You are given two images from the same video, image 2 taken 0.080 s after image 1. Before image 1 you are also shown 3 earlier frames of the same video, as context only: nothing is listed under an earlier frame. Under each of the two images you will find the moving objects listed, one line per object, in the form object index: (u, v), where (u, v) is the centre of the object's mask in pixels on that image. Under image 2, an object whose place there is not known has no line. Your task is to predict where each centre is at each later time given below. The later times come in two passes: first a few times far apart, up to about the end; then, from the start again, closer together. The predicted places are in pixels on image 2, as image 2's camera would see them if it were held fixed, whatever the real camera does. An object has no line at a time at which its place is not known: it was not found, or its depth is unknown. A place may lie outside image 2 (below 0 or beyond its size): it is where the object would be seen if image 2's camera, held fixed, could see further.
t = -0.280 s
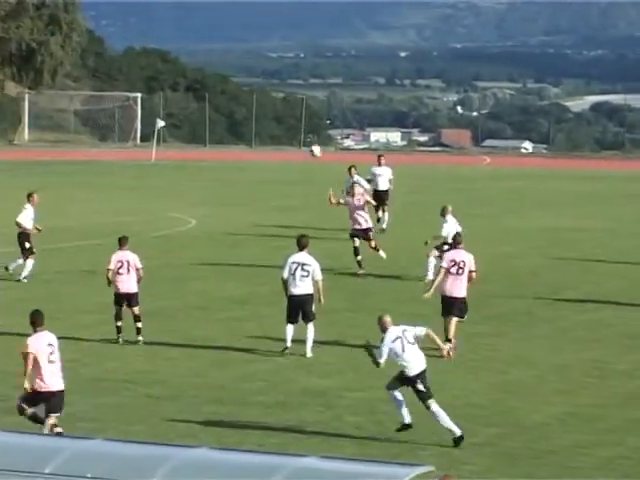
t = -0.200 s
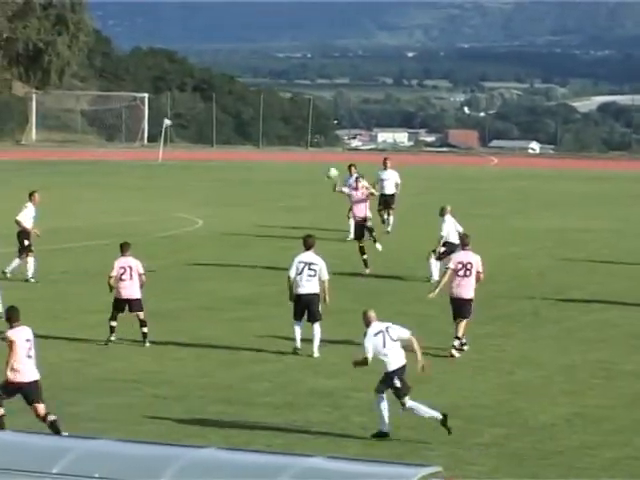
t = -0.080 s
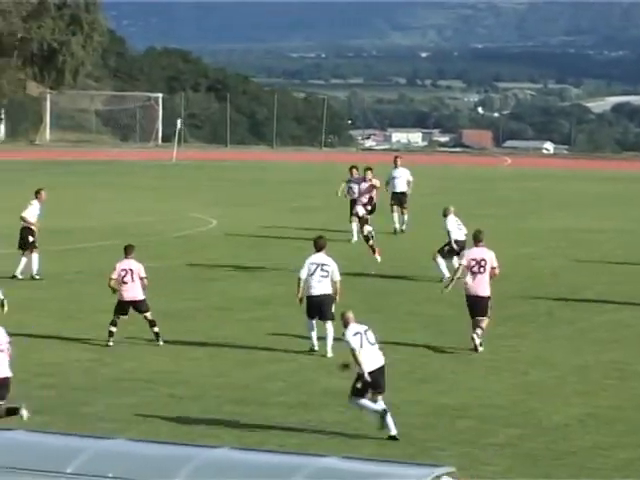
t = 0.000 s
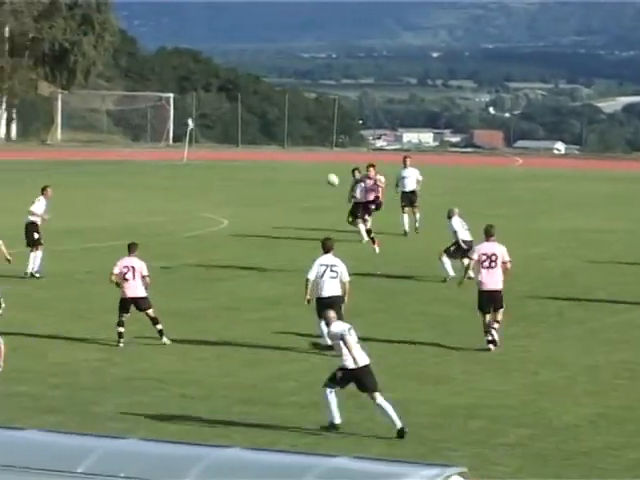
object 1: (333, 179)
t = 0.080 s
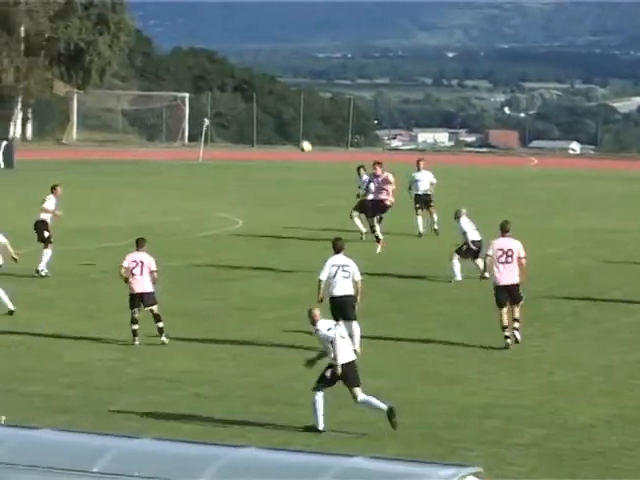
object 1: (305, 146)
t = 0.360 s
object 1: (164, 63)
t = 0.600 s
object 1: (48, 29)
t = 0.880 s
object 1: (-80, 33)
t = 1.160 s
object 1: (-199, 80)
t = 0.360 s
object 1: (164, 63)
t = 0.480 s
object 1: (105, 42)
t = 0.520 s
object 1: (86, 37)
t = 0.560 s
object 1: (67, 34)
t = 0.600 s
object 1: (48, 29)
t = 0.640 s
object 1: (29, 28)
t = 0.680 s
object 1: (10, 26)
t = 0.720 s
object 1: (-8, 26)
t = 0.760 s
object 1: (-26, 25)
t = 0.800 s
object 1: (-44, 27)
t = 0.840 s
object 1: (-62, 29)
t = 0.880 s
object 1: (-80, 33)
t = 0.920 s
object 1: (-98, 37)
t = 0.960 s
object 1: (-115, 41)
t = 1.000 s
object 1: (-132, 48)
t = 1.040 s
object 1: (-149, 55)
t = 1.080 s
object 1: (-166, 62)
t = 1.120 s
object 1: (-182, 71)
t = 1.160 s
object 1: (-199, 80)
